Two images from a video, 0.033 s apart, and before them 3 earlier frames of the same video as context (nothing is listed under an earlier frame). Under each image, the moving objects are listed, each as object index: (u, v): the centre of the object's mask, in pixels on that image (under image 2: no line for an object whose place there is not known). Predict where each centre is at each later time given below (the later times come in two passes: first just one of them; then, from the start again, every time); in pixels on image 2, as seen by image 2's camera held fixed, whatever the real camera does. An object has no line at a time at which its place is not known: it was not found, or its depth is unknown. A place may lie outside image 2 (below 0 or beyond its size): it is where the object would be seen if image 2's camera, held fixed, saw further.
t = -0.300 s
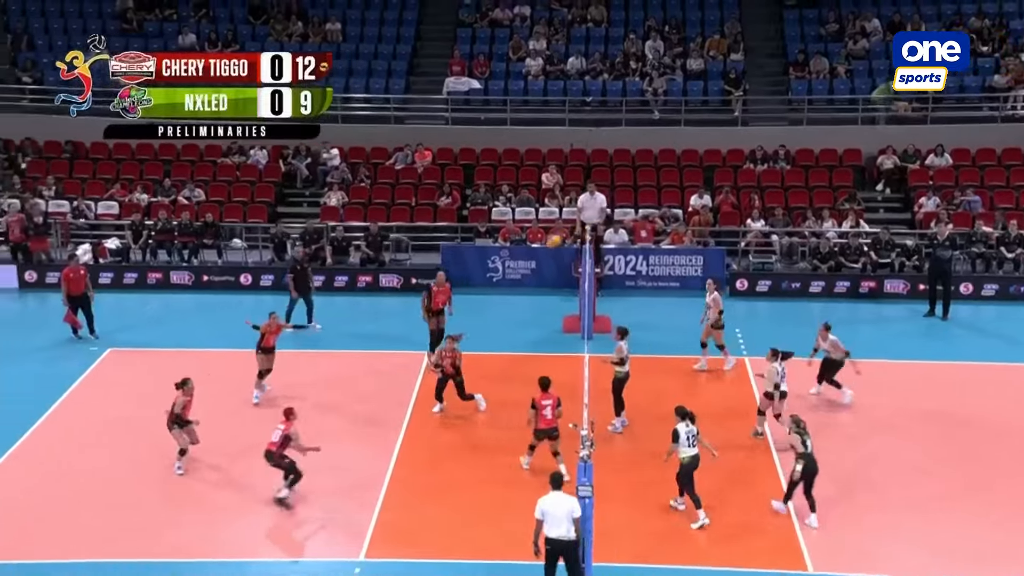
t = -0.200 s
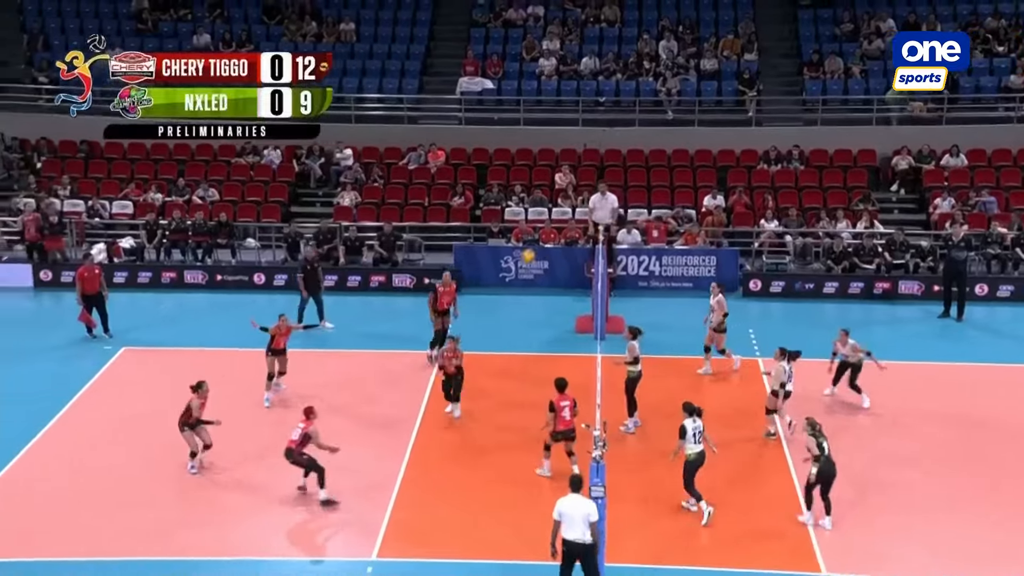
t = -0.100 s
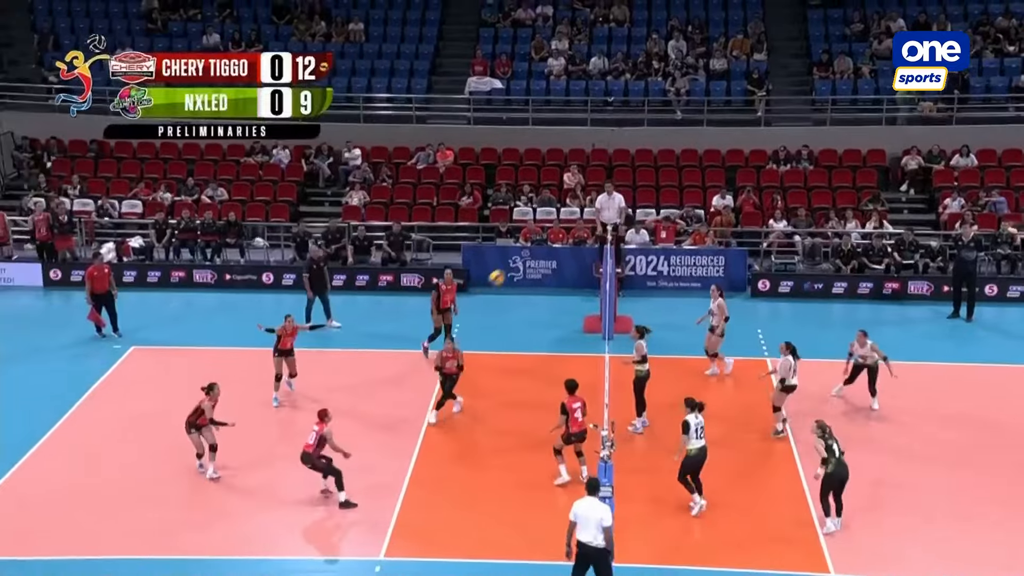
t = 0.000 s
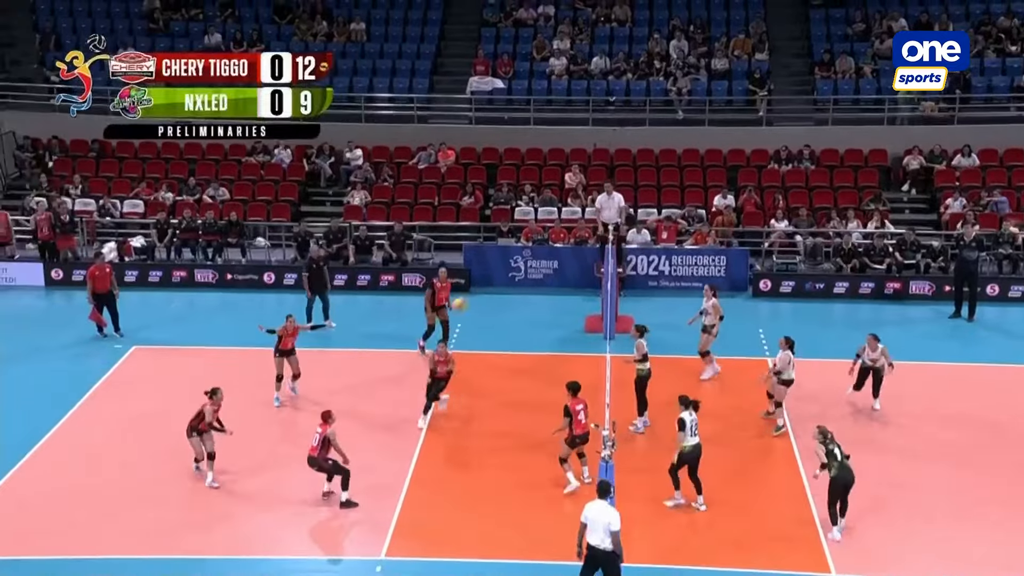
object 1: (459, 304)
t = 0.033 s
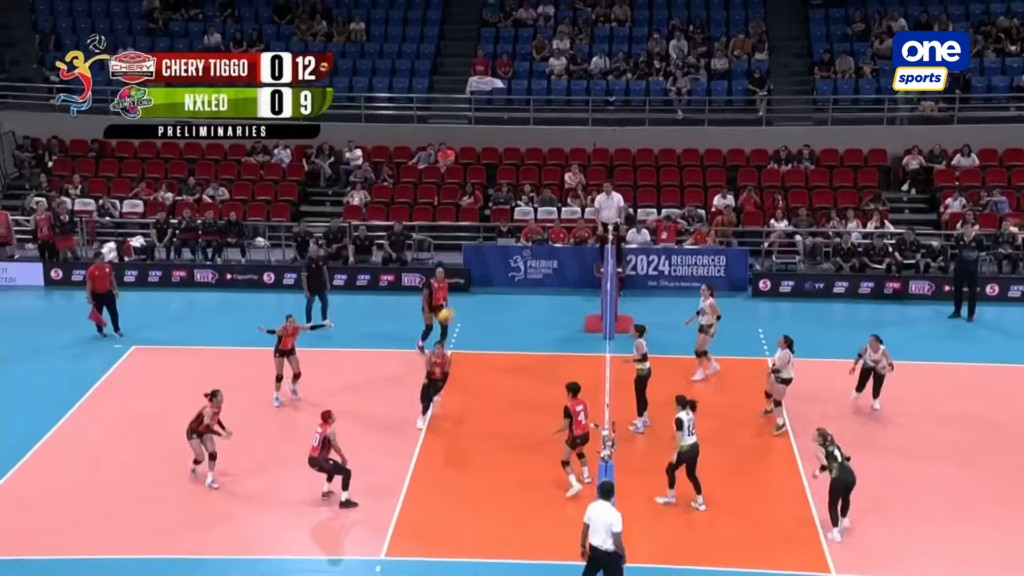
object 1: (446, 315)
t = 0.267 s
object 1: (359, 409)
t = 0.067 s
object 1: (434, 326)
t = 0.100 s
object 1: (423, 338)
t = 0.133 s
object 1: (410, 351)
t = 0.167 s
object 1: (398, 365)
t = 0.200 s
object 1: (385, 380)
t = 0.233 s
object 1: (372, 394)
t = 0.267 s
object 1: (359, 409)
